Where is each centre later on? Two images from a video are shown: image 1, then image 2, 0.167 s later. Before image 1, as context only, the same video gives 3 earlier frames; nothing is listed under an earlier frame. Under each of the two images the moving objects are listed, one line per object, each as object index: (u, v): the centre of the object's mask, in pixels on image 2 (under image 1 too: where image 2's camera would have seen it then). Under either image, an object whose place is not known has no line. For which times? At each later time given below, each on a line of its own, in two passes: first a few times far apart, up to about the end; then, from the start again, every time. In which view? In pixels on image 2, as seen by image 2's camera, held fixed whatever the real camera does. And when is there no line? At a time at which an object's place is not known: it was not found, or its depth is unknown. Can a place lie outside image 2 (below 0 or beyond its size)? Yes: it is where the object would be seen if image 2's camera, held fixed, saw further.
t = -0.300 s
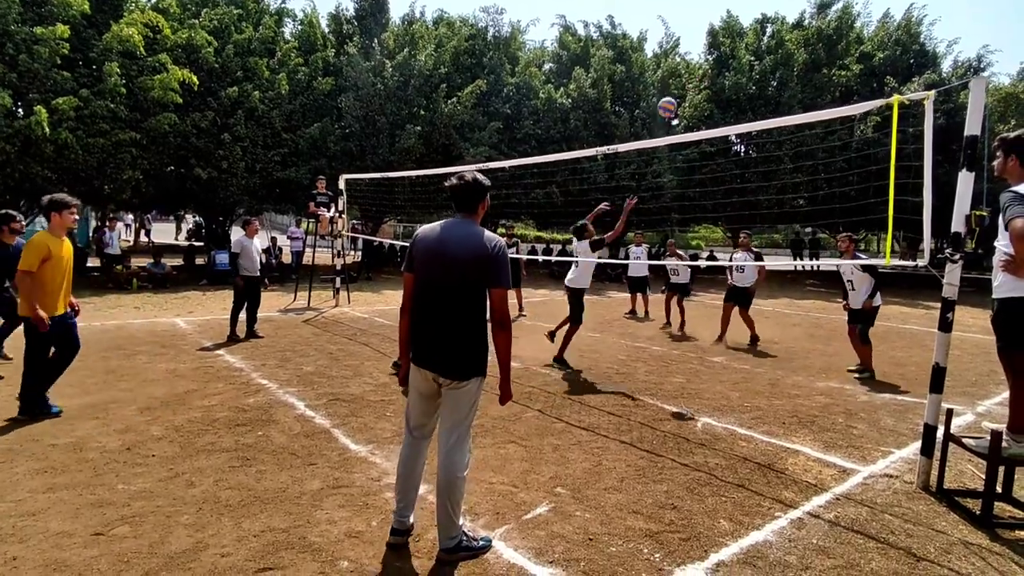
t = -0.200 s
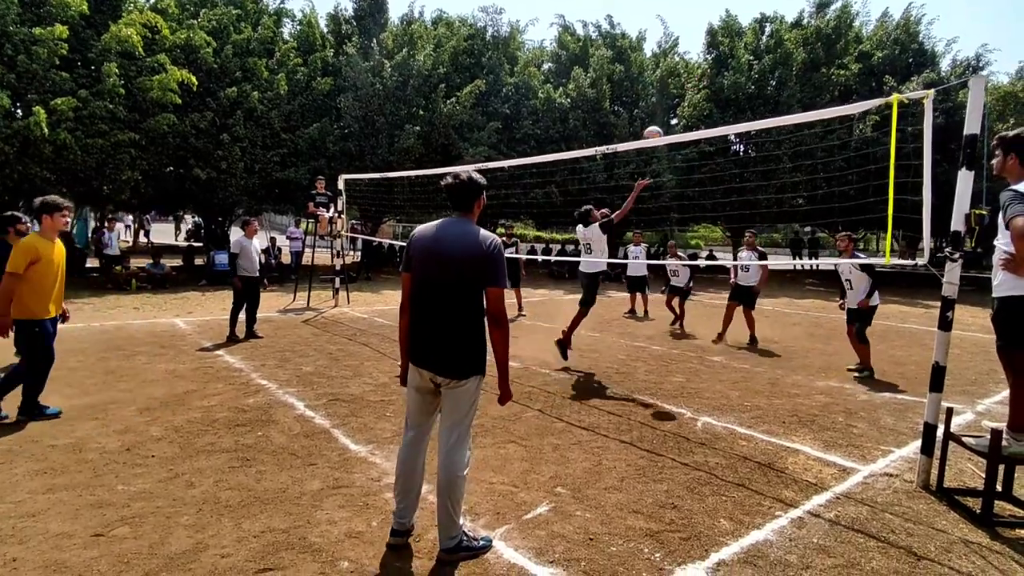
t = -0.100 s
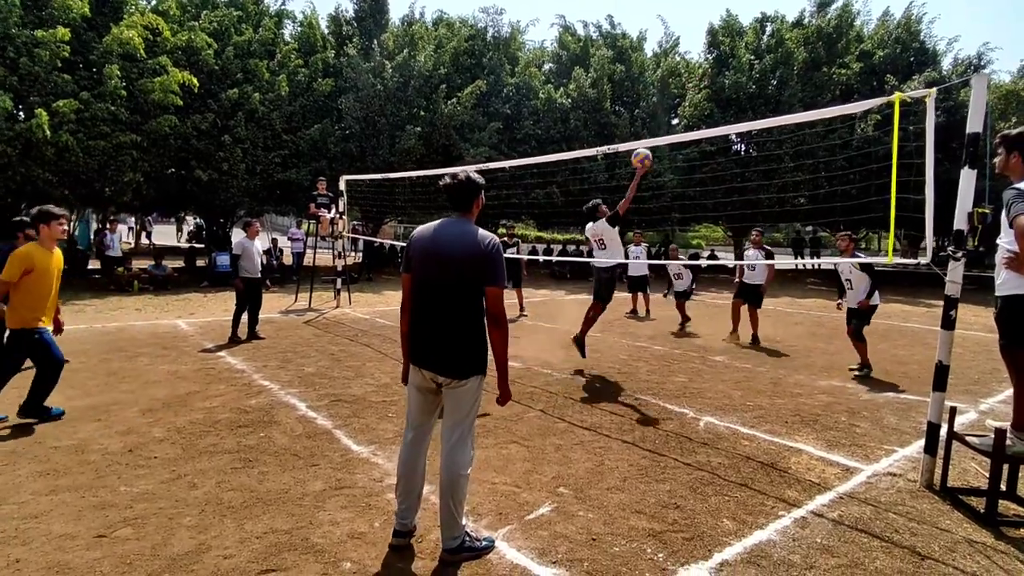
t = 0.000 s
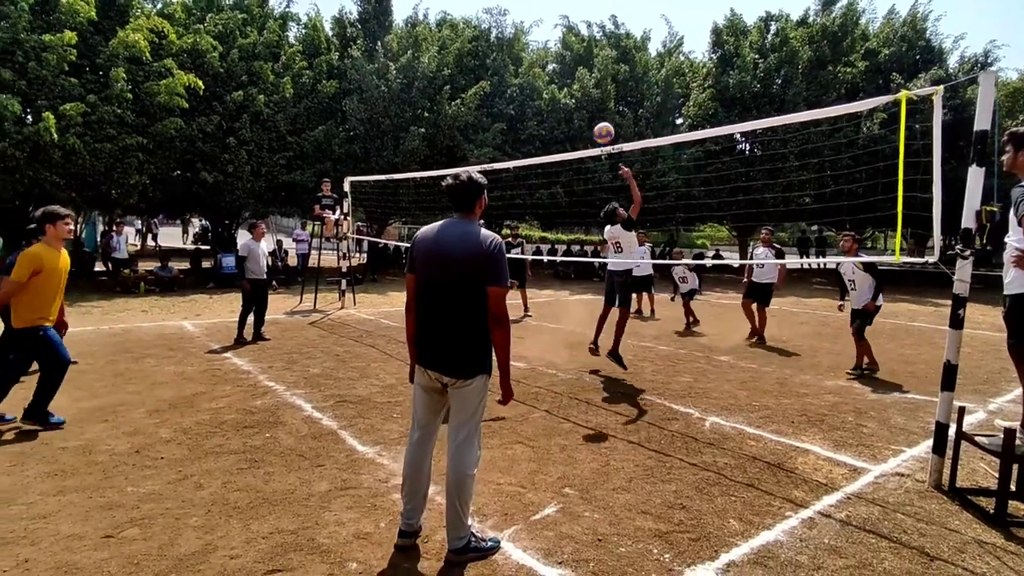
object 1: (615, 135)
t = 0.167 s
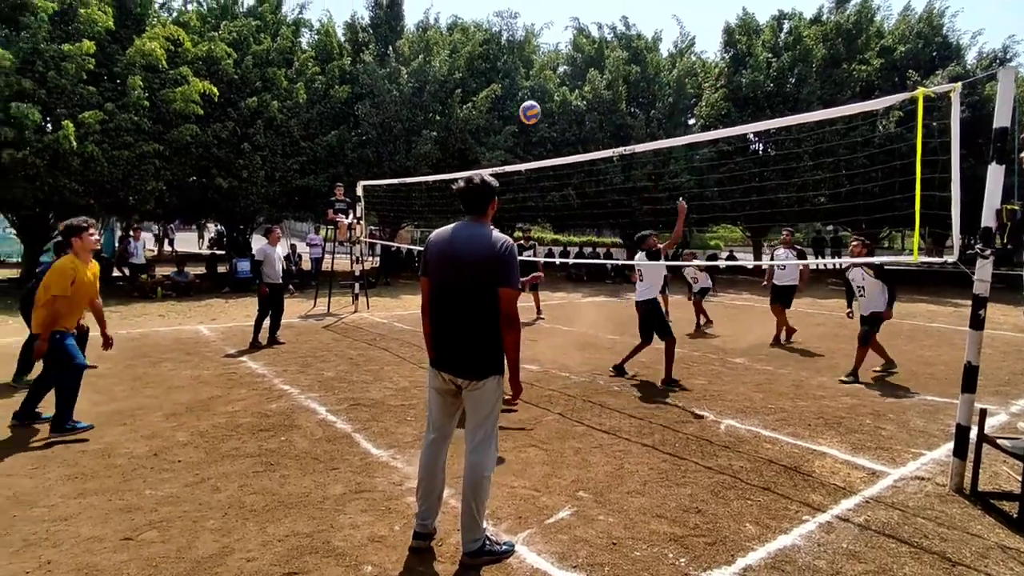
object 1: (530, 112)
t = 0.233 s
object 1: (494, 110)
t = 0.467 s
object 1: (356, 144)
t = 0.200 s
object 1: (512, 110)
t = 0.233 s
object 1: (494, 110)
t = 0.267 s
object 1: (475, 111)
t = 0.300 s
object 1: (456, 113)
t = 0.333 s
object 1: (437, 117)
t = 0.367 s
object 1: (418, 122)
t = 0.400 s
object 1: (397, 128)
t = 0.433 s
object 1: (377, 135)
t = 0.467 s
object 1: (356, 144)
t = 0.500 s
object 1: (335, 153)
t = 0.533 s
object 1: (314, 165)
